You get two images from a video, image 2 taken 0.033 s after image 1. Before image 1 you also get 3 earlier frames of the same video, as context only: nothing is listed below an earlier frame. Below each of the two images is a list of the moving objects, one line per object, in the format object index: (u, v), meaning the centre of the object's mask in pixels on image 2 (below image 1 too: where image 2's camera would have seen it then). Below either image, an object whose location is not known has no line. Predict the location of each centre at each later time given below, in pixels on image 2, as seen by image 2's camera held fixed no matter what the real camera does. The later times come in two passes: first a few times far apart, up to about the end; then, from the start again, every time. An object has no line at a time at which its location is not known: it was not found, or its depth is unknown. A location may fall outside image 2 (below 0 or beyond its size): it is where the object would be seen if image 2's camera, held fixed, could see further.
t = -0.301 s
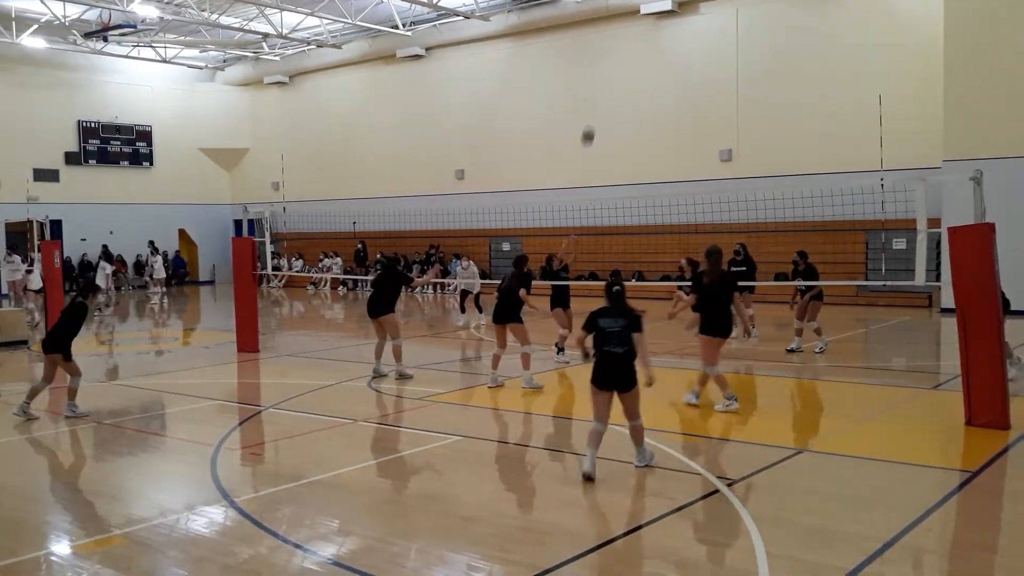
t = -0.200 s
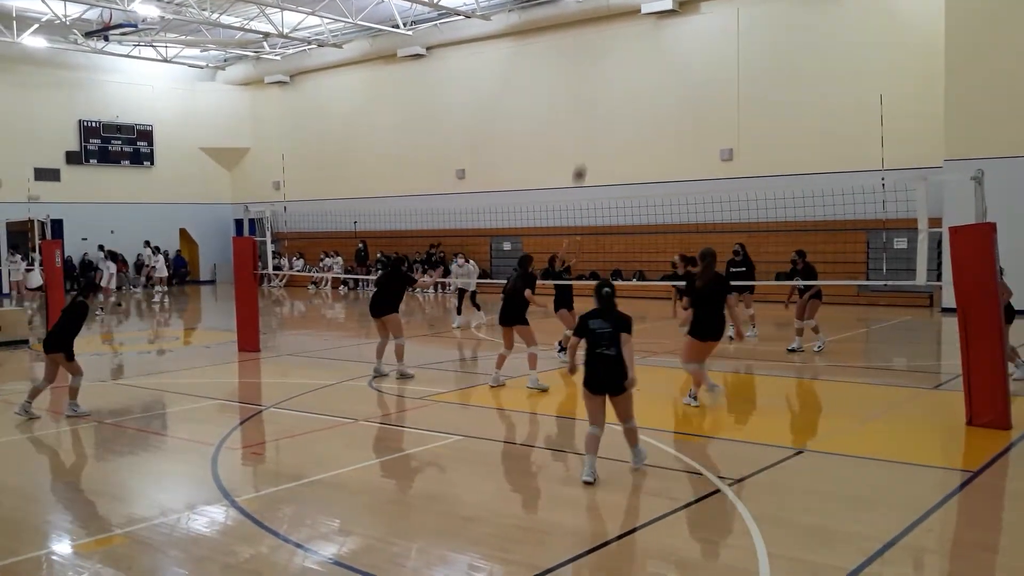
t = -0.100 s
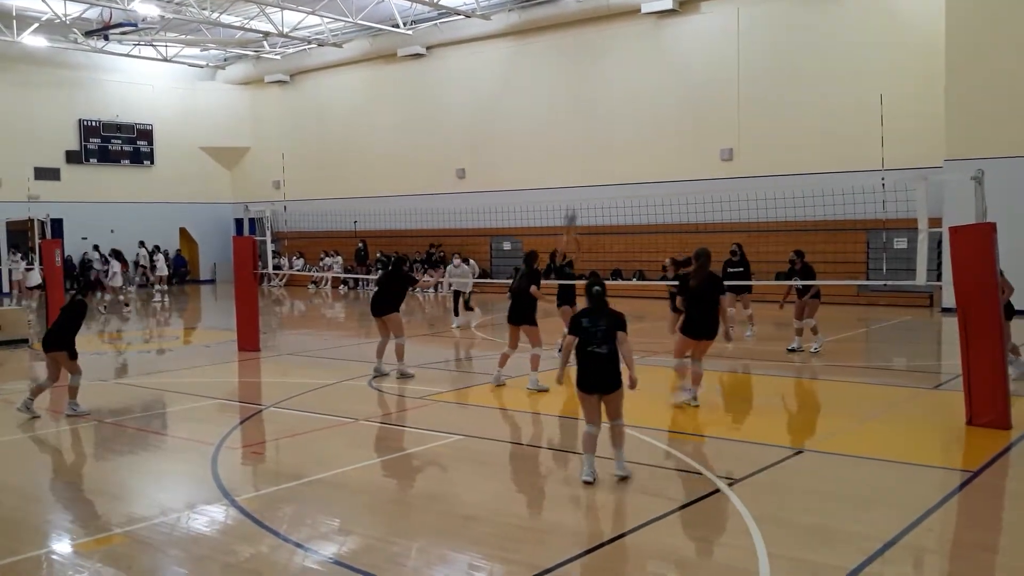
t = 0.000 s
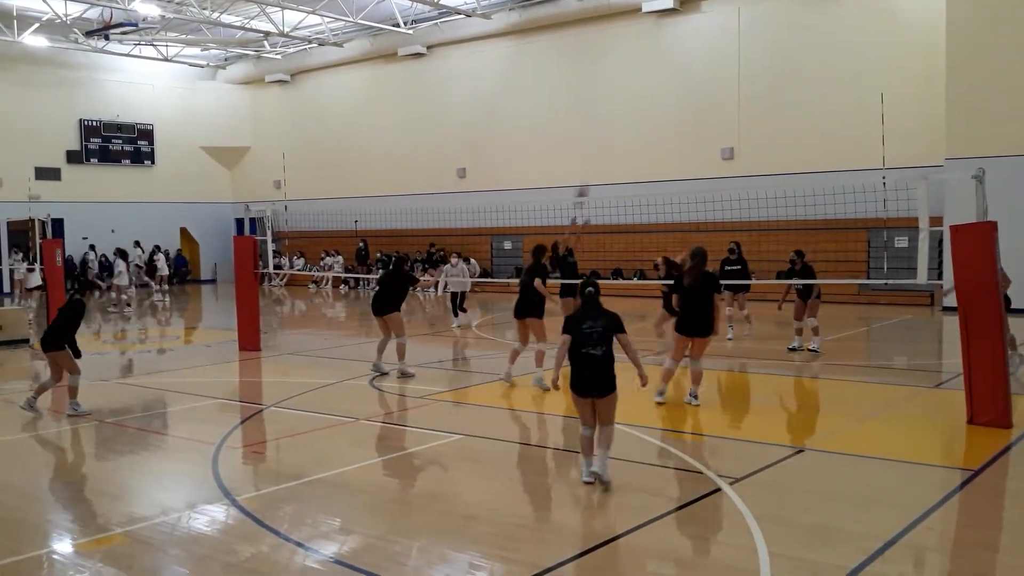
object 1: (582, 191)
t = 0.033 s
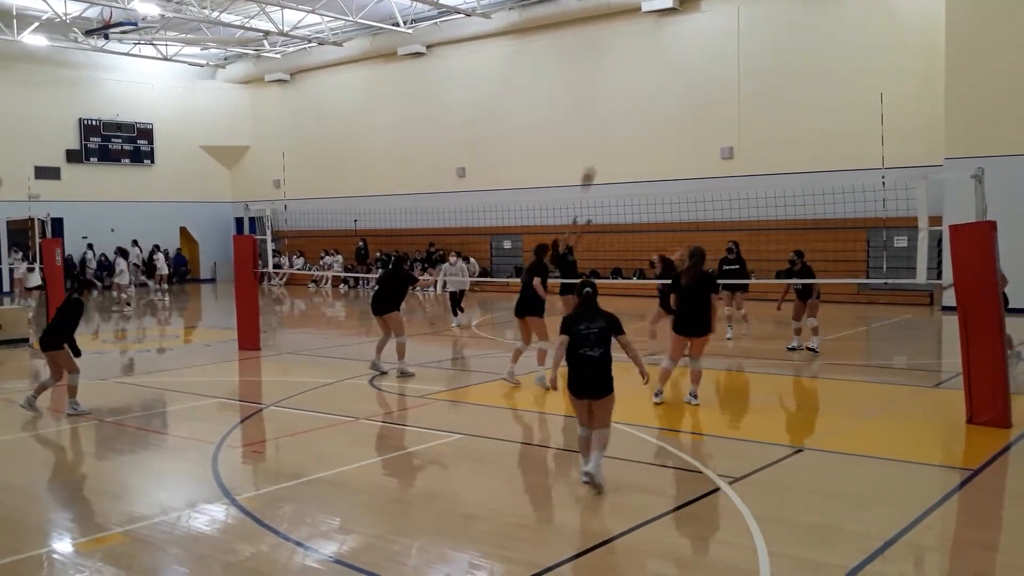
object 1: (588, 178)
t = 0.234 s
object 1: (631, 93)
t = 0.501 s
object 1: (692, 24)
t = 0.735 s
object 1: (748, 10)
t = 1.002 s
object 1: (816, 52)
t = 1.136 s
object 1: (850, 98)
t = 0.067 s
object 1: (595, 162)
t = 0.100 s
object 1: (602, 146)
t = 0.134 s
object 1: (609, 132)
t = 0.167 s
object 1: (617, 119)
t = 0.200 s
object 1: (624, 105)
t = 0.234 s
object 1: (631, 93)
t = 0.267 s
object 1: (639, 81)
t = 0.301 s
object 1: (646, 71)
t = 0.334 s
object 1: (654, 61)
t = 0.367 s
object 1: (661, 52)
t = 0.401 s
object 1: (669, 44)
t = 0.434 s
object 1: (677, 36)
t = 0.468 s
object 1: (684, 29)
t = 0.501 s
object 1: (692, 24)
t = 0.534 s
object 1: (700, 19)
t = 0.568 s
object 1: (708, 15)
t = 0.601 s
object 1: (716, 12)
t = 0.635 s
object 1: (724, 10)
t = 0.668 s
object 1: (732, 9)
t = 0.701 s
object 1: (740, 9)
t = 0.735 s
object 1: (748, 10)
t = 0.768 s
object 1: (756, 12)
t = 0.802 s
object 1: (765, 15)
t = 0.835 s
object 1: (772, 19)
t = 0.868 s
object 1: (782, 23)
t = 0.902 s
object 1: (790, 29)
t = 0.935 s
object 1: (798, 36)
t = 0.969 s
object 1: (807, 43)
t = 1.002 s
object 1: (816, 52)
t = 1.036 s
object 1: (824, 62)
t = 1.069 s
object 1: (833, 73)
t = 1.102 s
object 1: (841, 85)
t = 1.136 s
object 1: (850, 98)
